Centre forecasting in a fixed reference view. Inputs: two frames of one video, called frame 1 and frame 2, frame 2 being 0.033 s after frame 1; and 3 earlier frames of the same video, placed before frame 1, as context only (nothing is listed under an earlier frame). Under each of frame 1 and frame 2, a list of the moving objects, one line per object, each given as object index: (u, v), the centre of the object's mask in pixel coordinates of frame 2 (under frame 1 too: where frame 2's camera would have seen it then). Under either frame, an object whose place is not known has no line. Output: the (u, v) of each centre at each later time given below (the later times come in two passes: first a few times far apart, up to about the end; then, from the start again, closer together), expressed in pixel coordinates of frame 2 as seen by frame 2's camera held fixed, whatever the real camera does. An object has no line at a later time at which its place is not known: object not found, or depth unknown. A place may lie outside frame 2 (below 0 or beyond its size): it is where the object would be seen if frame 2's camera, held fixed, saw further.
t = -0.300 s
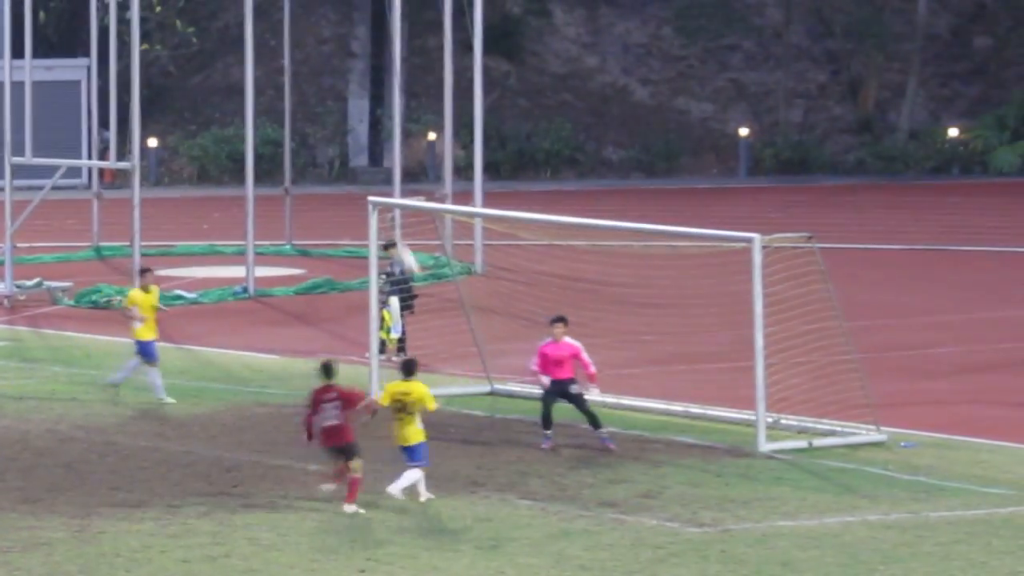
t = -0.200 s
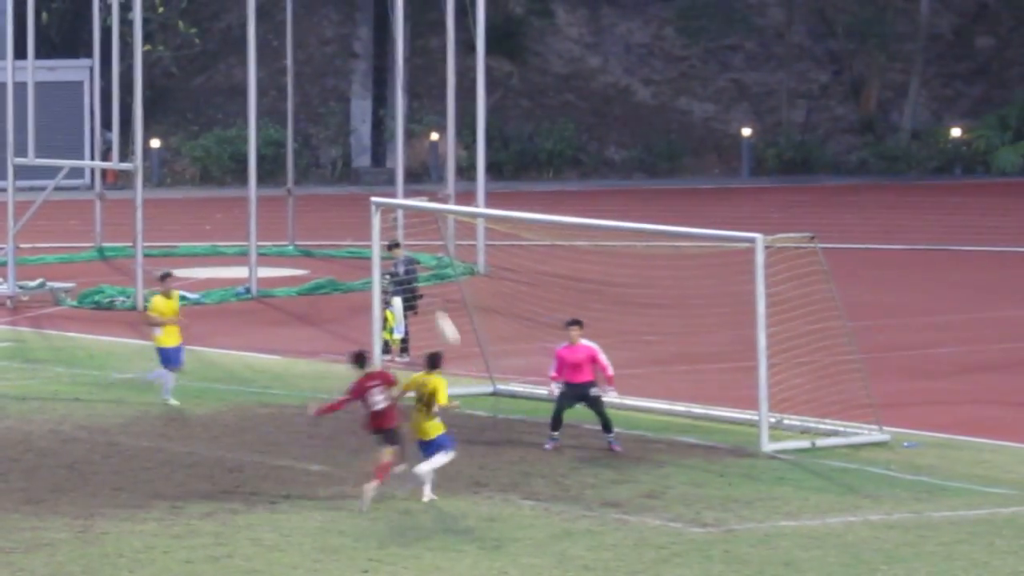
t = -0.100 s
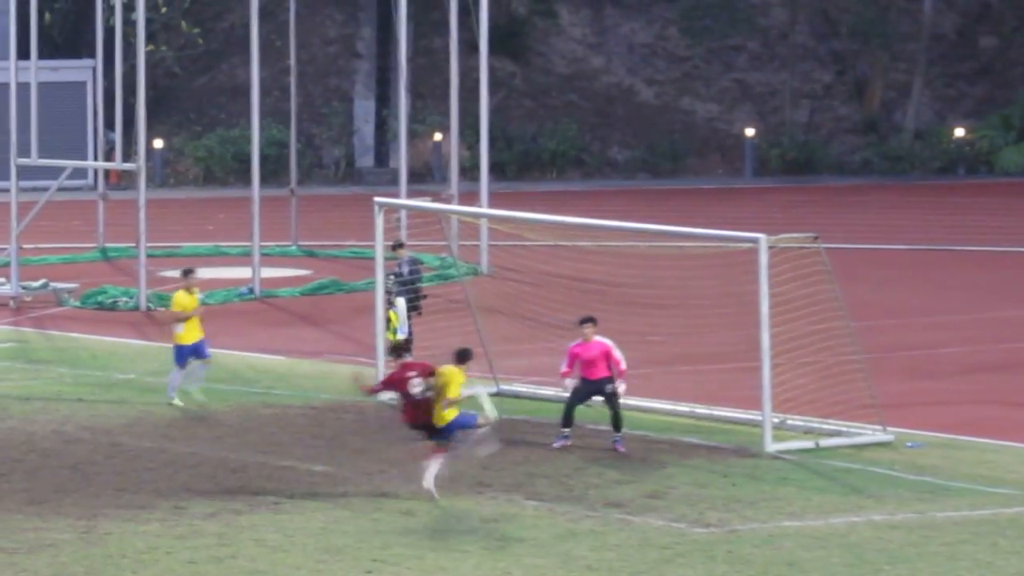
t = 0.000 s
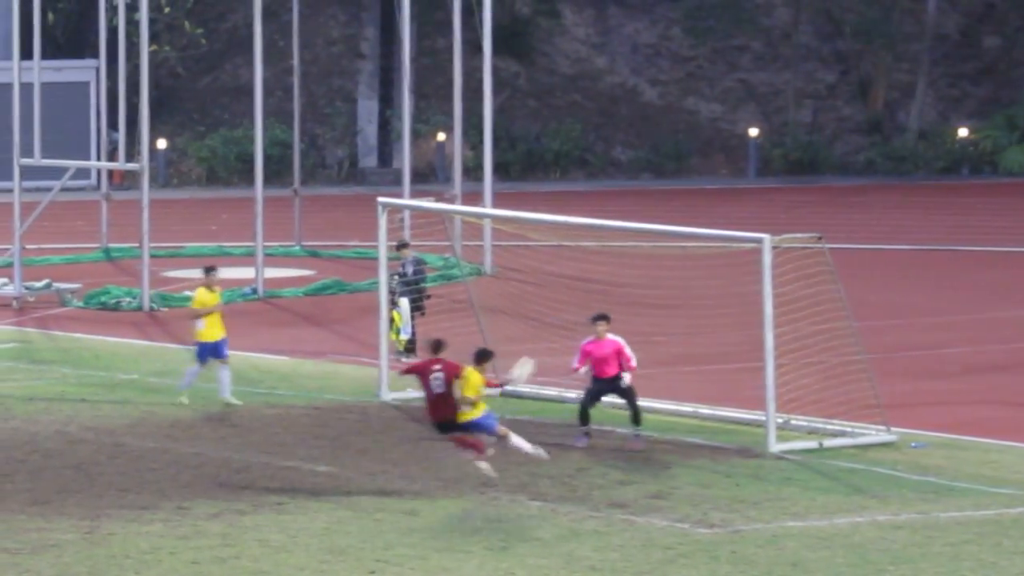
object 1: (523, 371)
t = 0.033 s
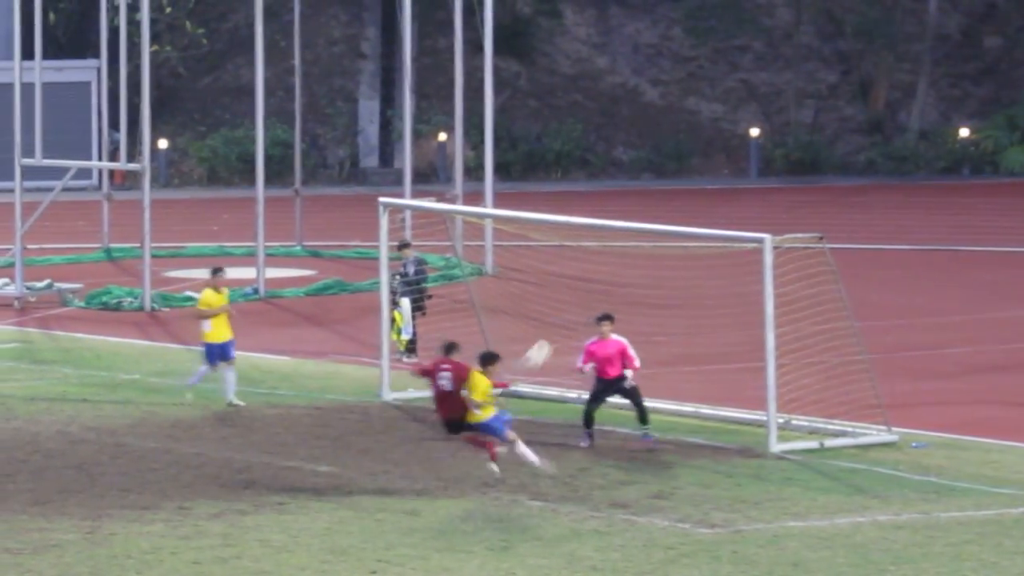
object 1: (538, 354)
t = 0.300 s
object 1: (656, 254)
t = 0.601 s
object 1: (782, 215)
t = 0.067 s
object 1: (552, 339)
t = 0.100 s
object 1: (568, 323)
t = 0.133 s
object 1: (583, 309)
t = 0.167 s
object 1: (598, 296)
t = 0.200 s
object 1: (612, 284)
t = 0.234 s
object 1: (627, 273)
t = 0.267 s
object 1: (642, 262)
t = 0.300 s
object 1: (656, 254)
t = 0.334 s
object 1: (670, 246)
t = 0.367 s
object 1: (684, 238)
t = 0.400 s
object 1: (700, 232)
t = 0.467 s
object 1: (728, 222)
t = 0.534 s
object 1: (754, 217)
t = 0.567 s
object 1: (768, 216)
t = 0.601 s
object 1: (782, 215)
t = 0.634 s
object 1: (795, 216)
